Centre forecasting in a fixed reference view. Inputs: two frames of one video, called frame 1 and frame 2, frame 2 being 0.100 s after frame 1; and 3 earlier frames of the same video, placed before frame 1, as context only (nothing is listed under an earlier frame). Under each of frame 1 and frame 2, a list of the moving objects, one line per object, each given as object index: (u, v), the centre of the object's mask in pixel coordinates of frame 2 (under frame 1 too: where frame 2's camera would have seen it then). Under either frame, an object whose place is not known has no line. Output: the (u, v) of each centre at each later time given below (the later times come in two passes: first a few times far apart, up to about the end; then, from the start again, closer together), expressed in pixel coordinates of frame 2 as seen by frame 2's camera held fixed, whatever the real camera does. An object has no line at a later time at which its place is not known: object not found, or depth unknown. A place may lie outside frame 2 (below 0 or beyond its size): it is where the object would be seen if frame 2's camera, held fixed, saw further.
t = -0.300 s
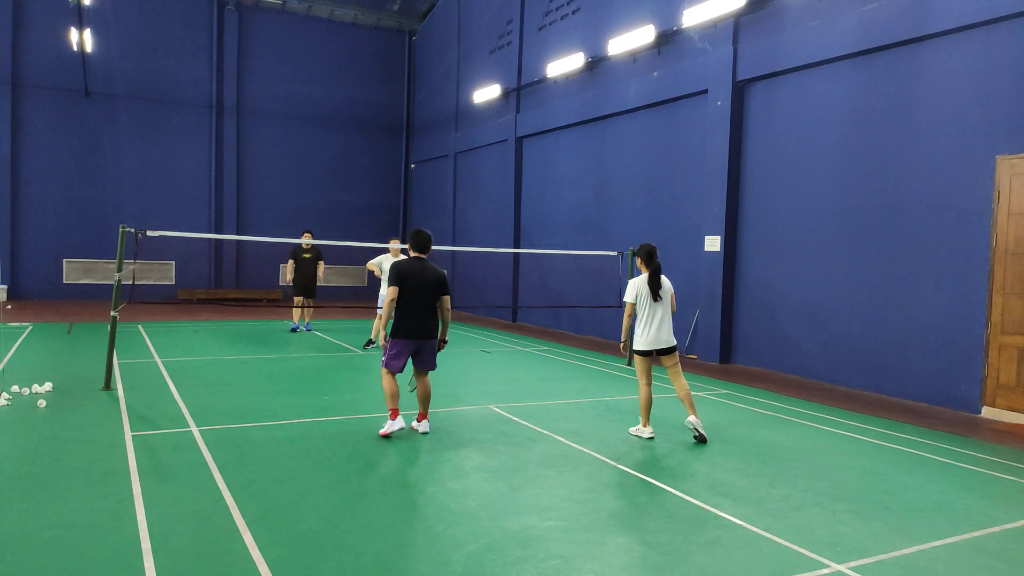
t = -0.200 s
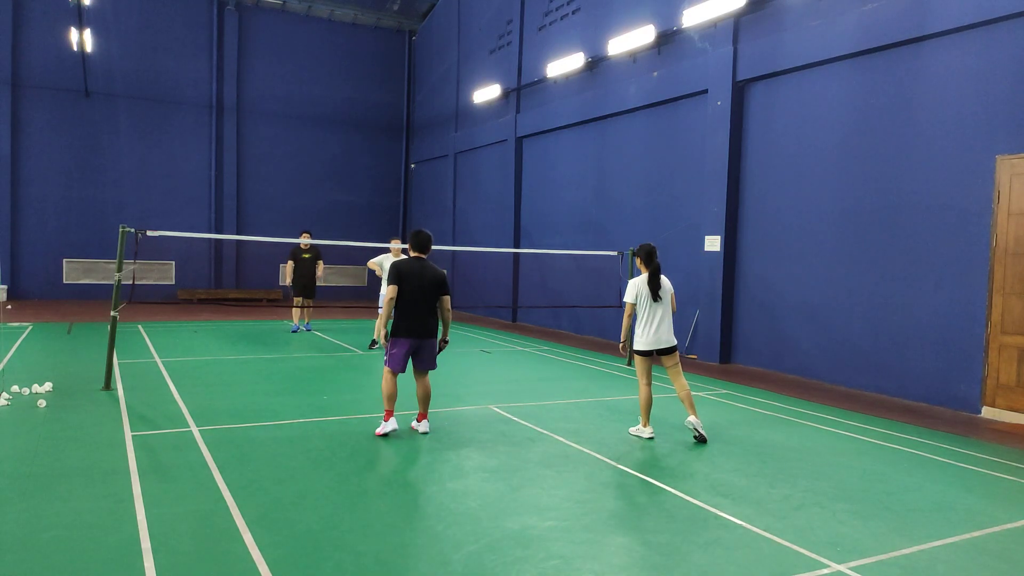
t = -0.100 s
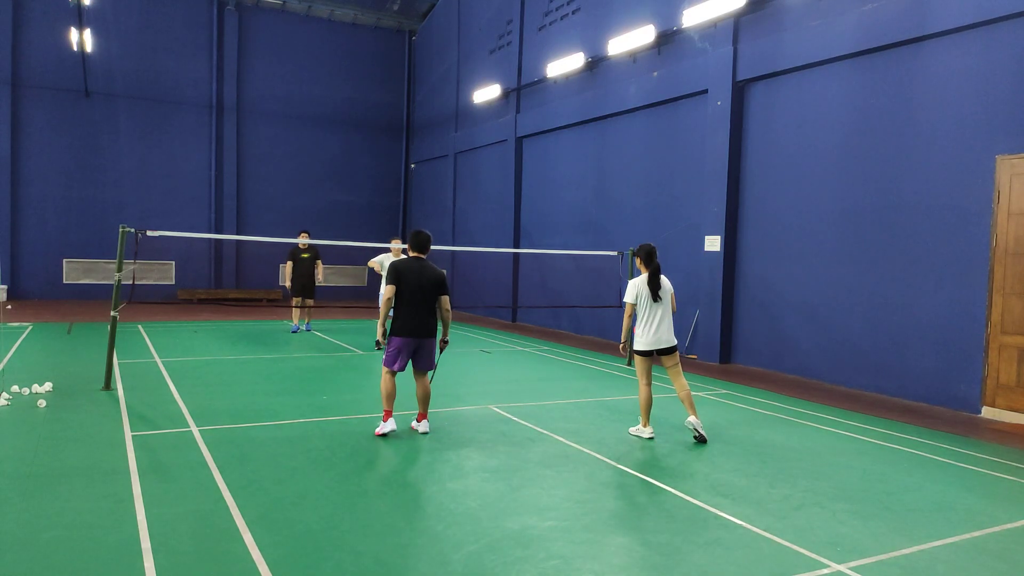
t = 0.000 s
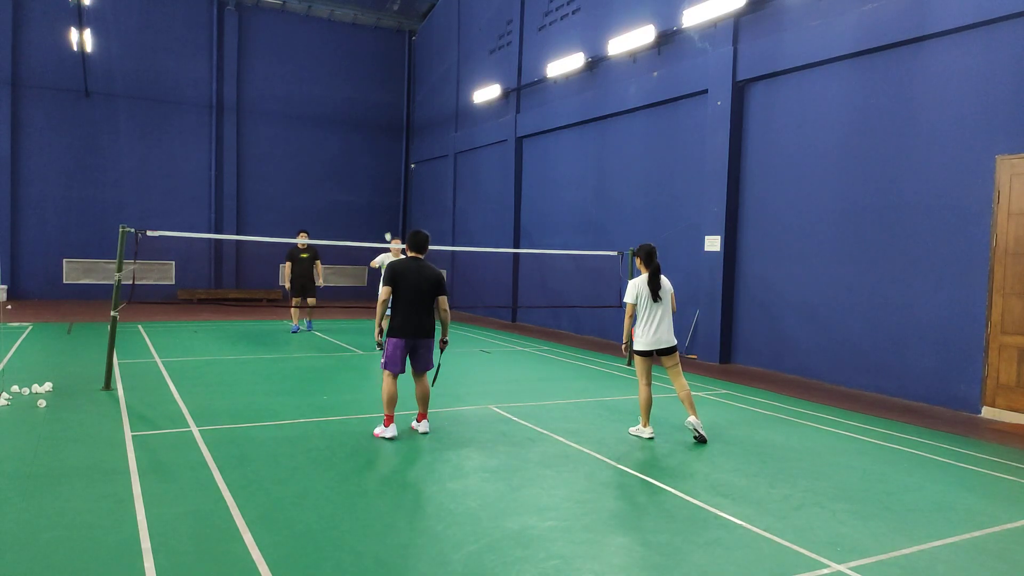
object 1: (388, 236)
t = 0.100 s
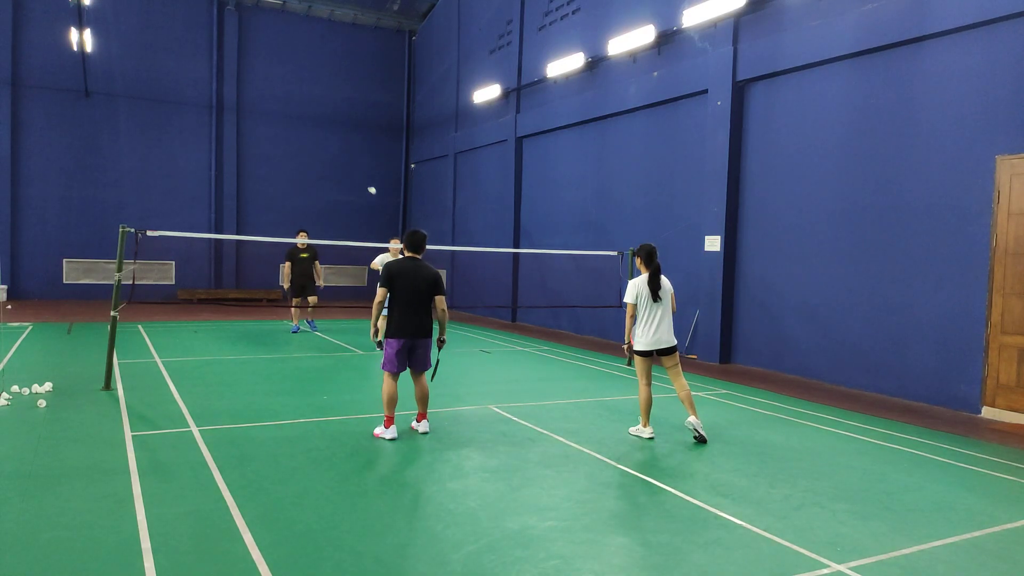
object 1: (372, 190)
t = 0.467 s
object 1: (302, 106)
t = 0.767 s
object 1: (237, 126)
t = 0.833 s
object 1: (222, 144)
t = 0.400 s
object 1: (315, 113)
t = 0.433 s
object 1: (308, 109)
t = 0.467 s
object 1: (302, 106)
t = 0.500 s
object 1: (295, 104)
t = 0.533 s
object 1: (288, 103)
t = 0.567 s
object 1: (281, 102)
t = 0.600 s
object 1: (274, 104)
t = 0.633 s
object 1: (267, 106)
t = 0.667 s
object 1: (260, 109)
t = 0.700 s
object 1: (252, 114)
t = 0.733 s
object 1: (245, 119)
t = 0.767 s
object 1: (237, 126)
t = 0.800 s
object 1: (230, 135)
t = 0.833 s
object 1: (222, 144)
